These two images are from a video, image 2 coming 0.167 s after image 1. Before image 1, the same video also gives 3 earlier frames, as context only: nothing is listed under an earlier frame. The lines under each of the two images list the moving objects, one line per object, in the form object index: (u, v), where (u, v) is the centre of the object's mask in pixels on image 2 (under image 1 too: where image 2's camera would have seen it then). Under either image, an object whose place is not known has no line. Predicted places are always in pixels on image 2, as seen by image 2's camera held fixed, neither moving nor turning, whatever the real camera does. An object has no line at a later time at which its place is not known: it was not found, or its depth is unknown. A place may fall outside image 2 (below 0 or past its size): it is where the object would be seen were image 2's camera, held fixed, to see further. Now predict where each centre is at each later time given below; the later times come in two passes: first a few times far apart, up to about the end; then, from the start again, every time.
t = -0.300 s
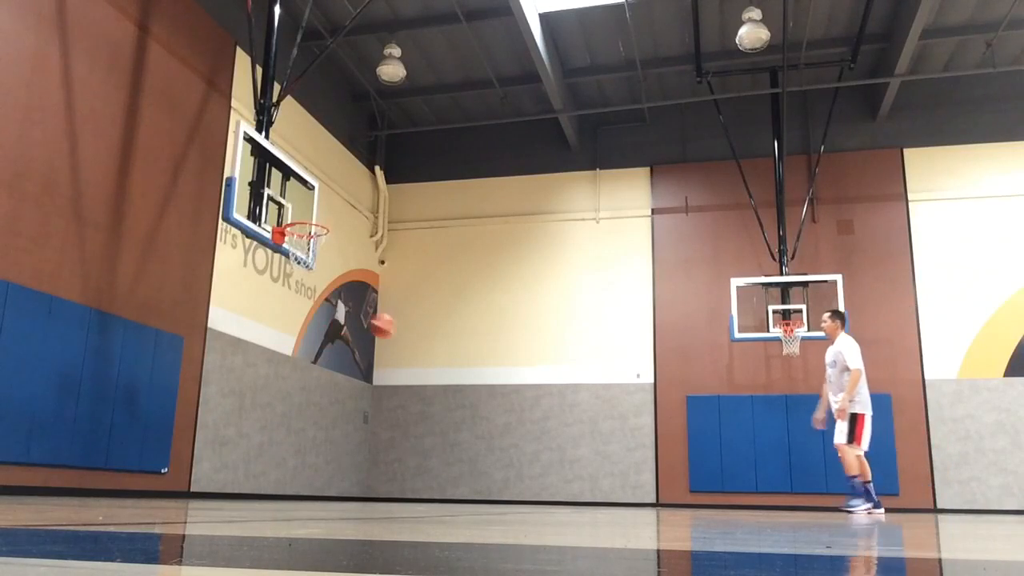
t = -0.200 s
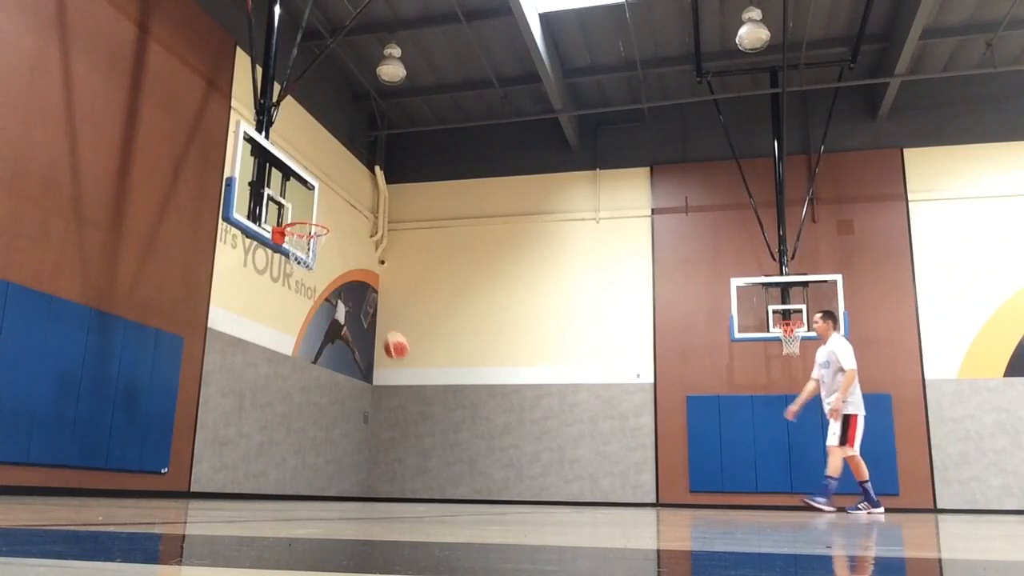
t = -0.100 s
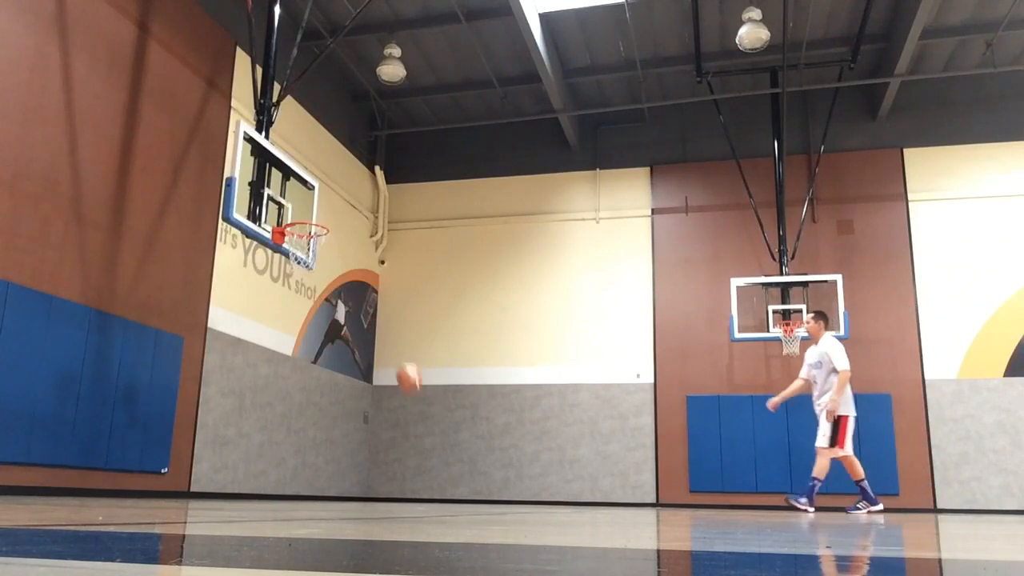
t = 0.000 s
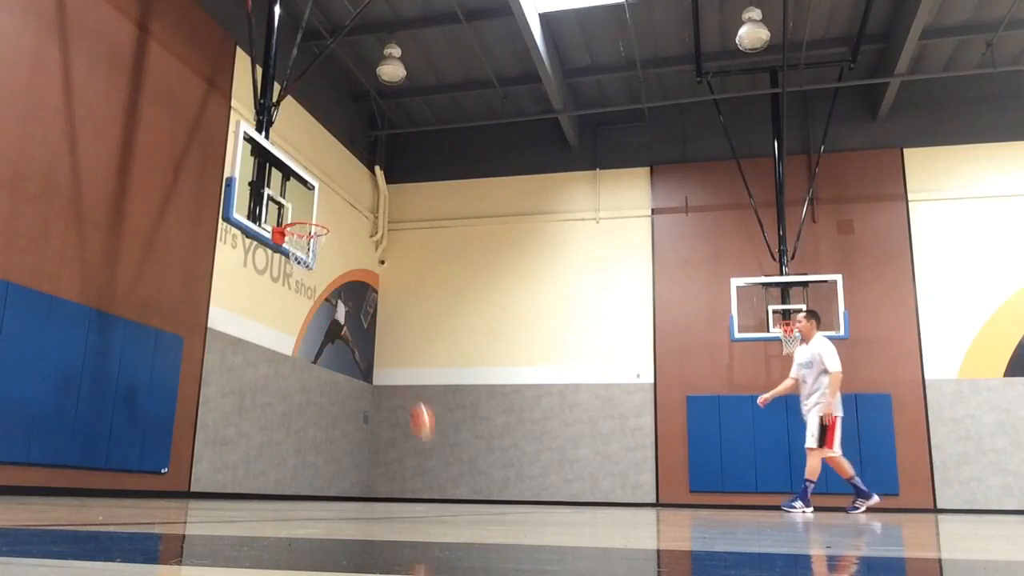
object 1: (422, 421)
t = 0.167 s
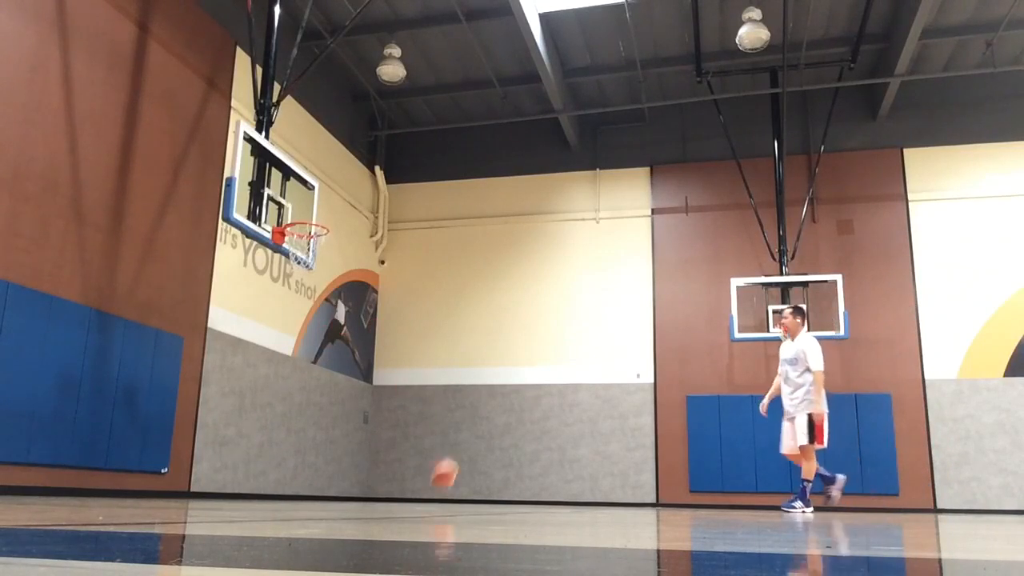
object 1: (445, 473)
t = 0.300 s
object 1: (461, 422)
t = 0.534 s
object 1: (491, 376)
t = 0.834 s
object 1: (528, 402)
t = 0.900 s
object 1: (537, 421)
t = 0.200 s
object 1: (449, 460)
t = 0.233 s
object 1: (453, 446)
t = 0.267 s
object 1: (457, 433)
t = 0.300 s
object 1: (461, 422)
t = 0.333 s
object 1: (466, 412)
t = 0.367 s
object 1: (470, 403)
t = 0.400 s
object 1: (474, 396)
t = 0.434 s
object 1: (478, 391)
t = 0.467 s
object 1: (482, 385)
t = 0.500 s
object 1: (487, 380)
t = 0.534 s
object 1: (491, 376)
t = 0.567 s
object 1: (495, 375)
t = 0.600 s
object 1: (499, 375)
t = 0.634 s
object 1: (503, 375)
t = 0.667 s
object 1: (508, 376)
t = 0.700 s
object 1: (512, 380)
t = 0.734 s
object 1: (516, 382)
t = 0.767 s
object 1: (520, 388)
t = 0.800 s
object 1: (524, 394)
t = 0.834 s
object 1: (528, 402)
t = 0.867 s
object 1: (533, 411)
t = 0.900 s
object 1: (537, 421)
